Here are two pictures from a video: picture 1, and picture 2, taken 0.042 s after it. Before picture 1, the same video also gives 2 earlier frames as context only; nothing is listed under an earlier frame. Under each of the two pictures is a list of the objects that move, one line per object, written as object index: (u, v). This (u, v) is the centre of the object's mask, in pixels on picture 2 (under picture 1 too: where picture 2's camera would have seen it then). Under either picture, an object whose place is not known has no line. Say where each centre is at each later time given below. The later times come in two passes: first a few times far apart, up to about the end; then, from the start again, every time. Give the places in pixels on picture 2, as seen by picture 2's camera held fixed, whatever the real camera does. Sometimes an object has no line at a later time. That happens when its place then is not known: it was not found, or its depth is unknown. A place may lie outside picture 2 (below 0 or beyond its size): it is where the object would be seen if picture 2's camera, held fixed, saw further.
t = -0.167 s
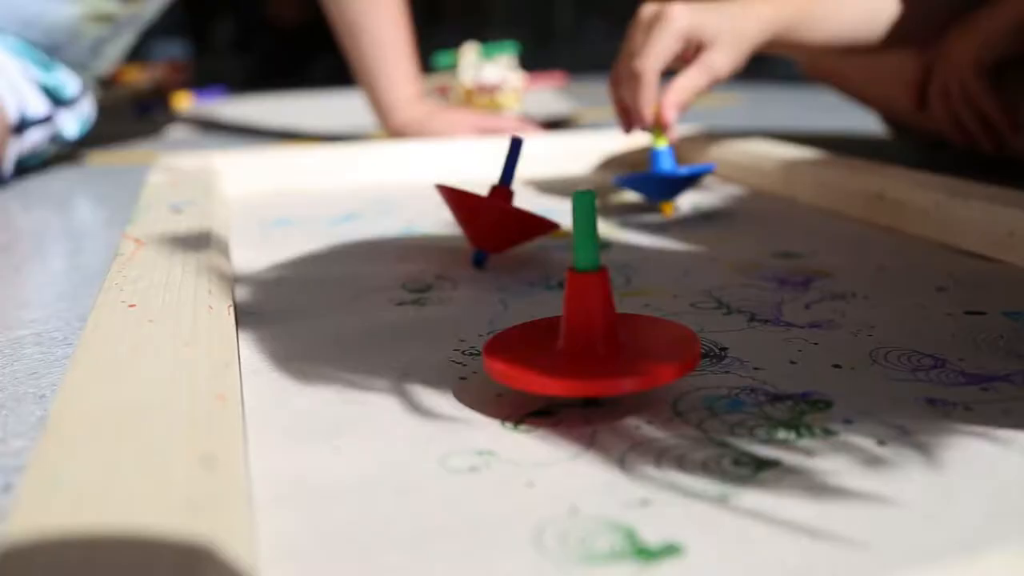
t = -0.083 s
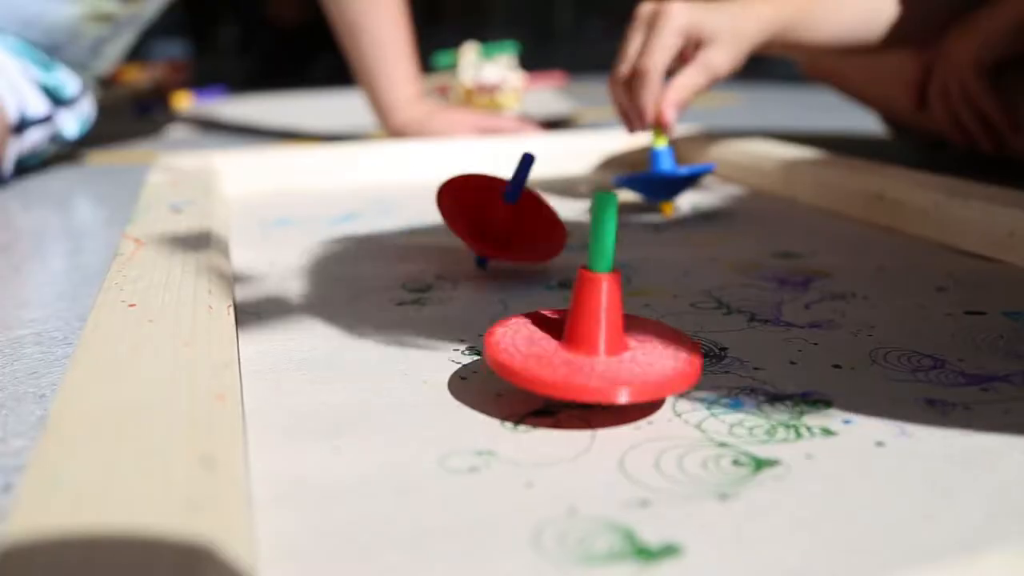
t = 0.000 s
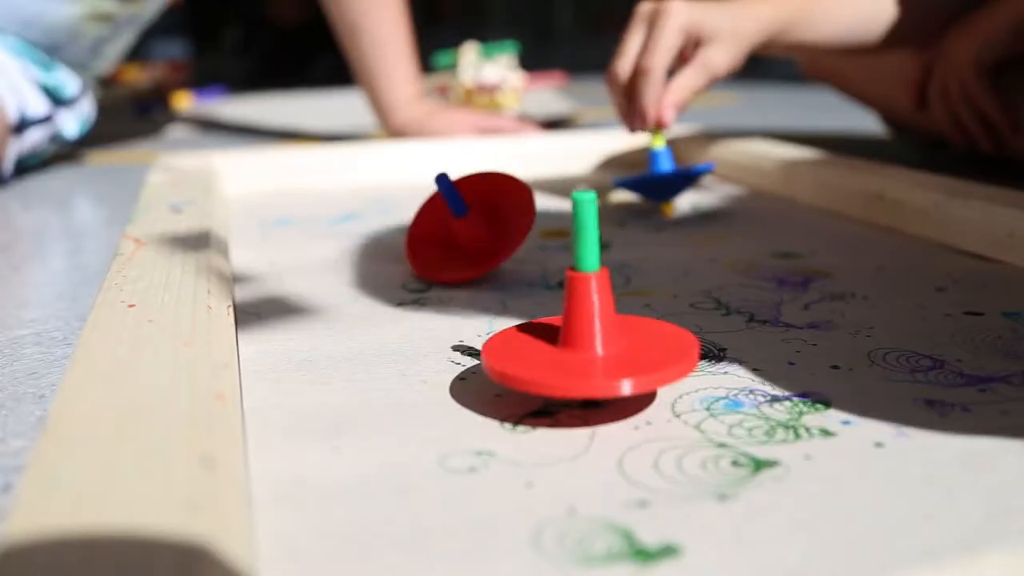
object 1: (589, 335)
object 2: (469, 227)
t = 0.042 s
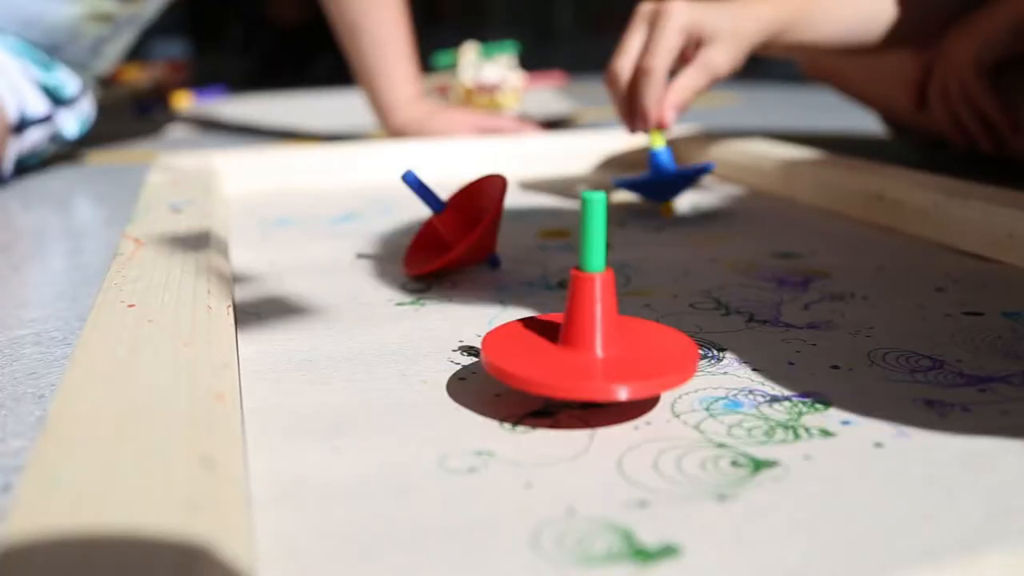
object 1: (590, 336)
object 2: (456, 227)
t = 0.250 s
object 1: (593, 336)
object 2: (502, 221)
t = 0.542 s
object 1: (602, 317)
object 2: (467, 219)
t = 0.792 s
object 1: (579, 346)
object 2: (495, 221)
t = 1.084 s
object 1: (613, 346)
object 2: (473, 229)
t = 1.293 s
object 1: (592, 351)
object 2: (519, 235)
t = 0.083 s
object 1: (588, 339)
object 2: (458, 227)
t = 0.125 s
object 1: (586, 334)
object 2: (466, 218)
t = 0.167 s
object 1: (589, 329)
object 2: (480, 214)
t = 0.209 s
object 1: (593, 334)
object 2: (495, 215)
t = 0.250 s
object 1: (593, 336)
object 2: (502, 221)
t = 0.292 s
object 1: (594, 336)
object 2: (507, 224)
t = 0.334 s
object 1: (595, 341)
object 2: (505, 226)
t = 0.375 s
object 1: (581, 342)
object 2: (474, 232)
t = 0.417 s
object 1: (577, 332)
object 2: (460, 228)
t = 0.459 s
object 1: (580, 324)
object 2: (460, 228)
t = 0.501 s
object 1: (588, 317)
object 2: (464, 224)
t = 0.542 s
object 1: (602, 317)
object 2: (467, 219)
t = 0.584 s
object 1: (616, 335)
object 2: (477, 216)
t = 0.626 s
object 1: (608, 351)
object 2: (490, 217)
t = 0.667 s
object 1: (599, 357)
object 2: (498, 220)
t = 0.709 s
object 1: (590, 359)
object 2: (503, 226)
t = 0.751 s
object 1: (583, 355)
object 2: (502, 224)
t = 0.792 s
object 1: (579, 346)
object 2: (495, 221)
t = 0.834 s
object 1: (576, 332)
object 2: (489, 227)
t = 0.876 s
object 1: (582, 323)
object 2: (487, 231)
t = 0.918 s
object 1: (592, 321)
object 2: (485, 230)
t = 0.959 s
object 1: (602, 322)
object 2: (480, 231)
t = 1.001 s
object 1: (616, 324)
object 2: (477, 230)
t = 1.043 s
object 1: (620, 333)
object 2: (474, 228)
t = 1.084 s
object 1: (613, 346)
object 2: (473, 229)
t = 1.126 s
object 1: (607, 355)
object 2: (476, 230)
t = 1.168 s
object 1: (601, 358)
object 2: (481, 231)
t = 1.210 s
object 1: (596, 358)
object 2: (492, 232)
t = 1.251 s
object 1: (594, 355)
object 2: (502, 236)
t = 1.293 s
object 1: (592, 351)
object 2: (519, 235)
